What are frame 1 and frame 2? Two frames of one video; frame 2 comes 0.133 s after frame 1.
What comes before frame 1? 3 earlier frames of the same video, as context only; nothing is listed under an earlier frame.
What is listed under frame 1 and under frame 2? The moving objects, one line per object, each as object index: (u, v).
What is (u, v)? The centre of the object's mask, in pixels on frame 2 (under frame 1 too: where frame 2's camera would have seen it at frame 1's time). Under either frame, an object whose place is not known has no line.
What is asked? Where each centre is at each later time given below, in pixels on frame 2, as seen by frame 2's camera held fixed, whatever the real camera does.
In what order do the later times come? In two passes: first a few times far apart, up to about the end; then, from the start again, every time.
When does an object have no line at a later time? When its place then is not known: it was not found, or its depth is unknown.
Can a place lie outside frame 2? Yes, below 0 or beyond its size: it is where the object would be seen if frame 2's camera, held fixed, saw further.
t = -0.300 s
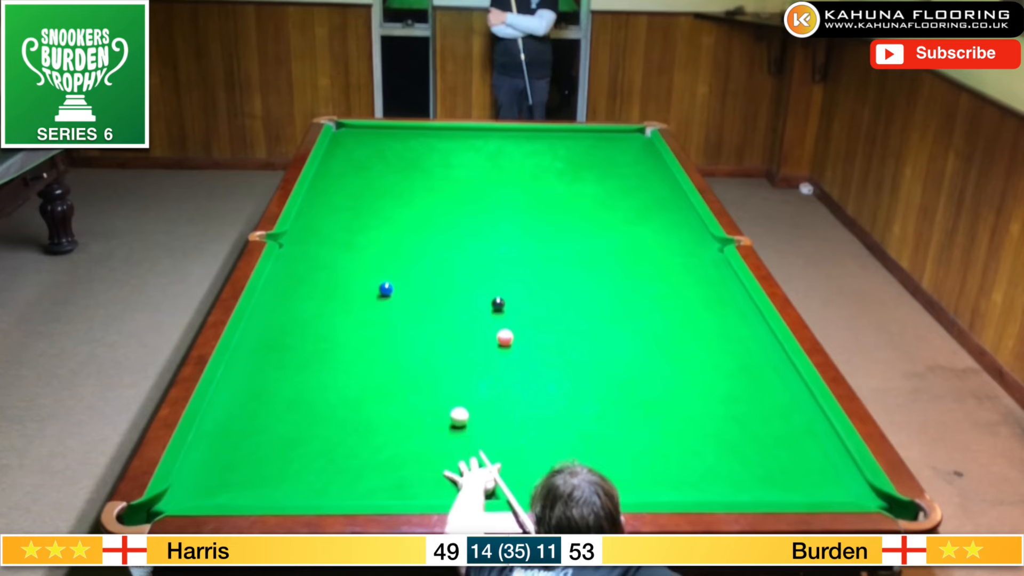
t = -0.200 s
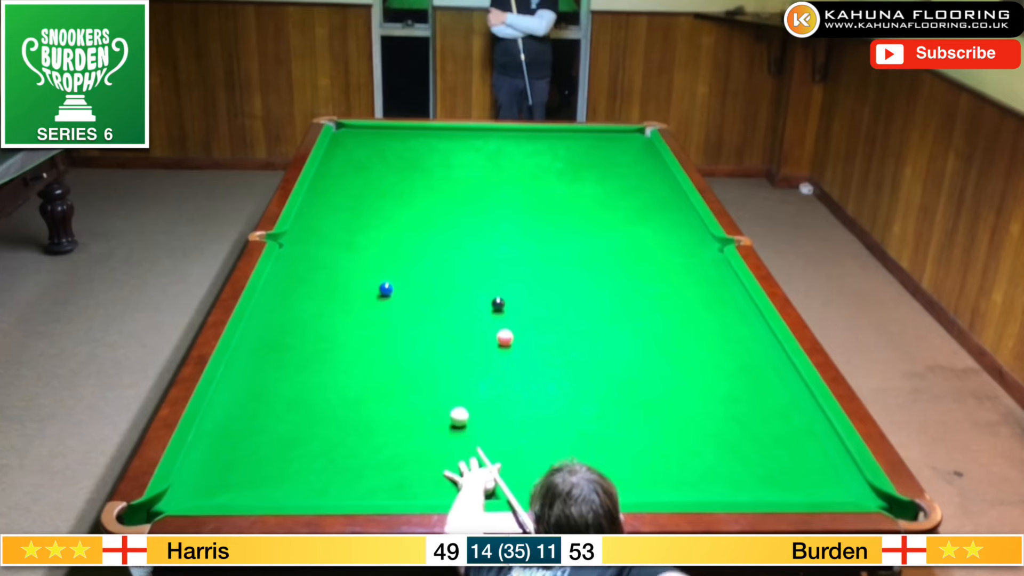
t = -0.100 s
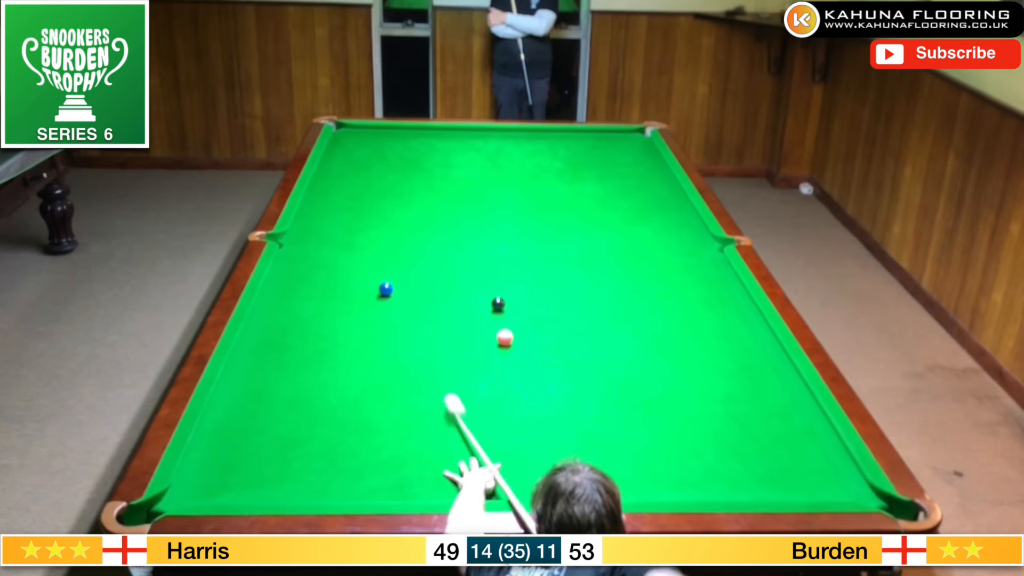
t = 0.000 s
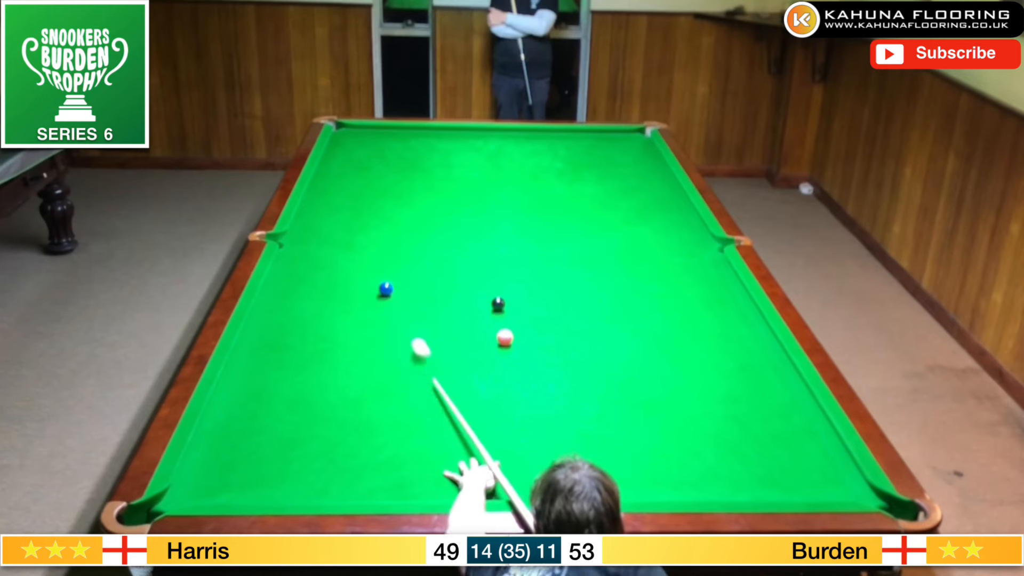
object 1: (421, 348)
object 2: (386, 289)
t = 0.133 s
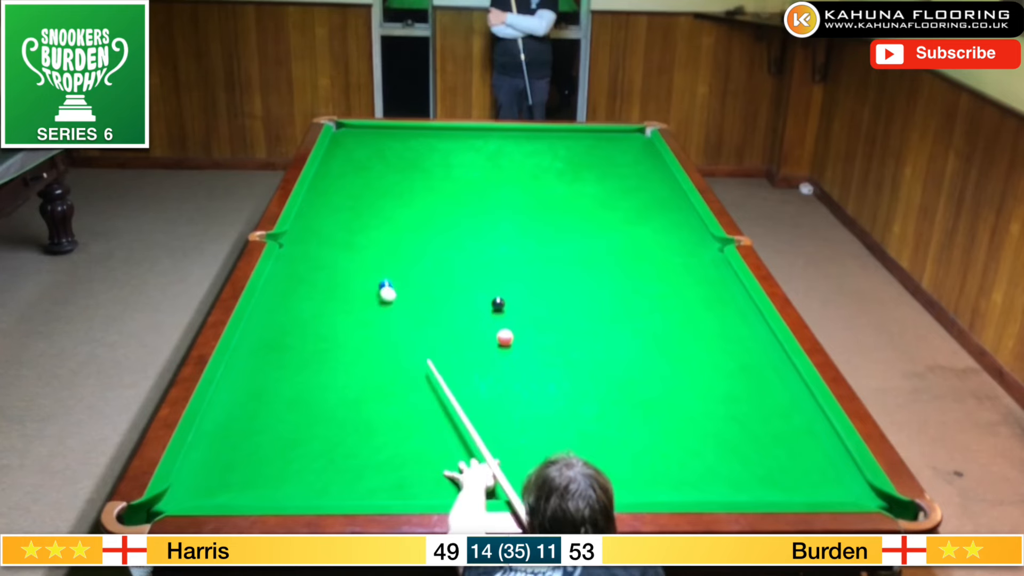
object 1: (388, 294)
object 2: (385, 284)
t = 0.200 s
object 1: (382, 294)
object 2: (379, 266)
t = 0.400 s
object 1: (370, 296)
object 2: (364, 217)
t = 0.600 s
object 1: (359, 298)
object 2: (354, 183)
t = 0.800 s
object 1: (349, 299)
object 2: (346, 156)
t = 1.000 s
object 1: (341, 301)
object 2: (338, 133)
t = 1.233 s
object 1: (333, 302)
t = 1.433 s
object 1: (328, 303)
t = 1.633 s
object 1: (324, 303)
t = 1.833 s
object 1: (322, 303)
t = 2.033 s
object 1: (322, 304)
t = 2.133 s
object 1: (322, 302)
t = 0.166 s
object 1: (384, 294)
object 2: (382, 276)
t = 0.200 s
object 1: (382, 294)
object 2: (379, 266)
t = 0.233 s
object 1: (380, 294)
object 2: (376, 257)
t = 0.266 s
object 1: (378, 295)
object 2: (373, 248)
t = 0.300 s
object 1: (375, 295)
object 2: (371, 239)
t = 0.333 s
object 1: (373, 296)
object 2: (368, 231)
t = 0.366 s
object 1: (371, 296)
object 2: (366, 224)
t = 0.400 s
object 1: (370, 296)
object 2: (364, 217)
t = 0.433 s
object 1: (368, 296)
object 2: (362, 211)
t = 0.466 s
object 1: (366, 297)
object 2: (360, 205)
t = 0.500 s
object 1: (364, 297)
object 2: (359, 199)
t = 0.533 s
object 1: (362, 297)
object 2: (357, 194)
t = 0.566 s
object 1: (360, 298)
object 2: (356, 189)
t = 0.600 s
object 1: (359, 298)
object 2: (354, 183)
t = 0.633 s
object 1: (357, 298)
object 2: (352, 179)
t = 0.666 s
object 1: (355, 298)
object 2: (351, 174)
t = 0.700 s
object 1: (354, 299)
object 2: (350, 169)
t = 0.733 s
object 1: (352, 299)
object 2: (348, 164)
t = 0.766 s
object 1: (350, 299)
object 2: (347, 160)
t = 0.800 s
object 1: (349, 299)
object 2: (346, 156)
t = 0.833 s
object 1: (347, 299)
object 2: (344, 152)
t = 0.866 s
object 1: (346, 300)
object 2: (343, 148)
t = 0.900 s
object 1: (344, 300)
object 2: (342, 144)
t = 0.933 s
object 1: (343, 300)
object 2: (341, 140)
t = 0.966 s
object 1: (342, 301)
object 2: (339, 136)
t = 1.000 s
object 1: (341, 301)
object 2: (338, 133)
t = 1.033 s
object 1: (339, 301)
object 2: (338, 129)
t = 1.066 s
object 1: (338, 301)
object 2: (338, 126)
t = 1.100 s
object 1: (337, 301)
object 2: (335, 125)
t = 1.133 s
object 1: (336, 301)
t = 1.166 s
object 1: (335, 301)
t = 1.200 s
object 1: (334, 302)
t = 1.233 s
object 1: (333, 302)
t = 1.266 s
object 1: (331, 302)
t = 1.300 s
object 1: (331, 302)
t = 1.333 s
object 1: (330, 302)
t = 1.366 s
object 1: (329, 303)
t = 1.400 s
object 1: (328, 303)
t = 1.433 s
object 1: (328, 303)
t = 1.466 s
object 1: (327, 303)
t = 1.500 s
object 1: (326, 303)
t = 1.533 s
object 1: (326, 303)
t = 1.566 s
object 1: (325, 303)
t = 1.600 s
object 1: (325, 303)
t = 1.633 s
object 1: (324, 303)
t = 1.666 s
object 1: (324, 304)
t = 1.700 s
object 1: (323, 304)
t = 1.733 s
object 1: (323, 304)
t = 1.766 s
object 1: (323, 304)
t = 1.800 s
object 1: (323, 304)
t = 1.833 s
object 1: (322, 303)
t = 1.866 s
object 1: (322, 304)
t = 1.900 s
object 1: (322, 304)
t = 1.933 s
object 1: (322, 304)
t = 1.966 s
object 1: (322, 304)
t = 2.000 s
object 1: (322, 304)
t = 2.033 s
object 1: (322, 304)
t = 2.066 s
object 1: (322, 304)
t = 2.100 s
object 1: (323, 302)
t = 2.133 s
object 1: (322, 302)
